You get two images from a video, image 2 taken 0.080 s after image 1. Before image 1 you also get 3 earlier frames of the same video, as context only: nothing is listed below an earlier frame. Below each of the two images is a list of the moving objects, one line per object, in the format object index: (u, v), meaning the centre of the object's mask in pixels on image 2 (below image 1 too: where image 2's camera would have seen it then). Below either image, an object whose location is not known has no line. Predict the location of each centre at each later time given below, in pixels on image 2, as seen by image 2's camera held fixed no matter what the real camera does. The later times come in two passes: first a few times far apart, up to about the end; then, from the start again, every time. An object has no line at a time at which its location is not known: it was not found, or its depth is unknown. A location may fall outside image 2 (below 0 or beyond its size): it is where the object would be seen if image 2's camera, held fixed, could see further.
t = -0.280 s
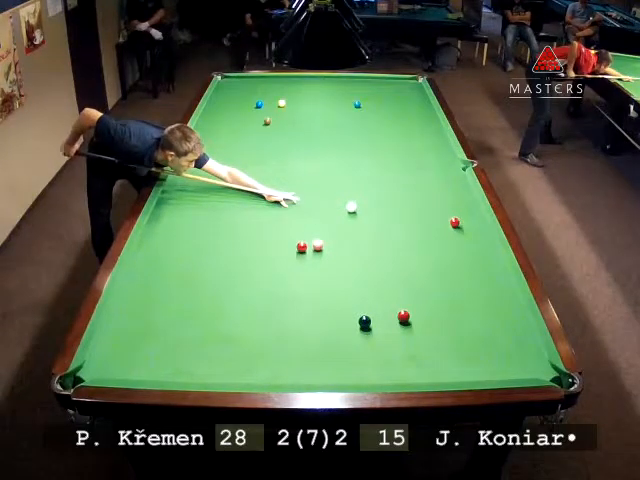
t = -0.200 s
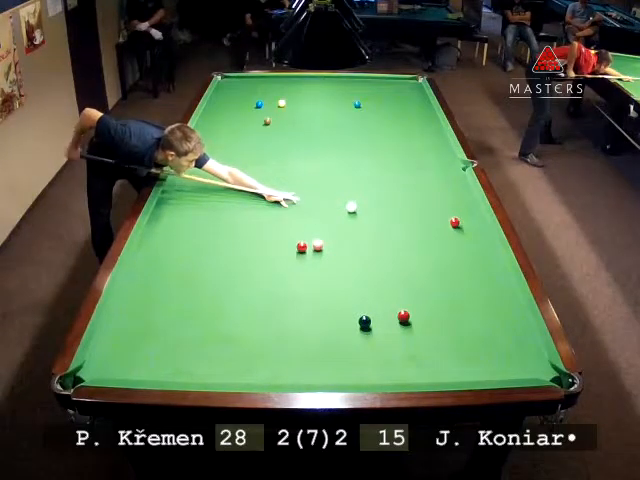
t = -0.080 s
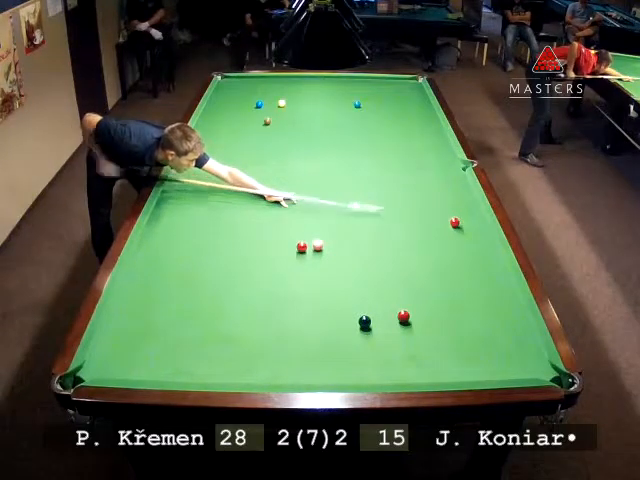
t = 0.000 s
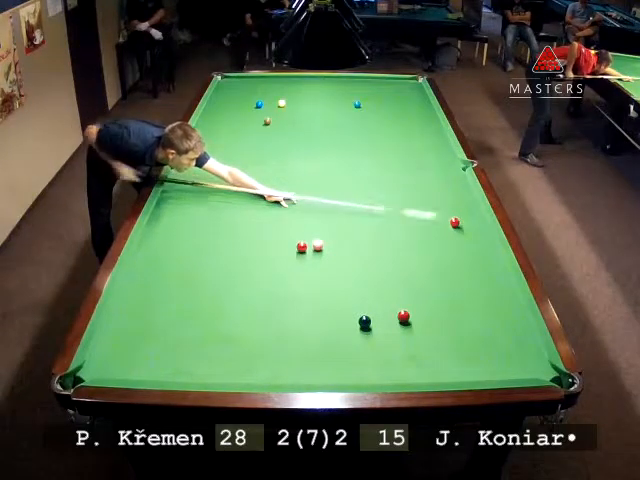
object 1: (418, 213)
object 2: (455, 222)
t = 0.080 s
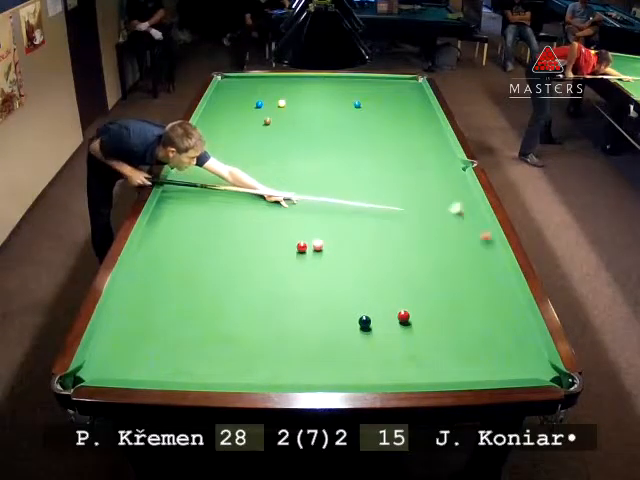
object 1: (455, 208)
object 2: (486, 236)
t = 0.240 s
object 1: (470, 194)
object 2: (440, 254)
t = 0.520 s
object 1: (436, 171)
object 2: (358, 284)
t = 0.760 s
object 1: (411, 154)
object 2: (278, 311)
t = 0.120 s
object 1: (459, 205)
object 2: (474, 241)
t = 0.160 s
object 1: (464, 201)
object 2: (463, 245)
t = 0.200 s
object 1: (468, 198)
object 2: (452, 250)
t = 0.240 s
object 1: (470, 194)
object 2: (440, 254)
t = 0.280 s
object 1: (465, 191)
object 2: (429, 259)
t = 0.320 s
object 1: (459, 187)
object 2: (419, 262)
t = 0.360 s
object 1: (454, 184)
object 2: (407, 266)
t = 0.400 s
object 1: (450, 181)
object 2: (395, 270)
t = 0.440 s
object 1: (446, 177)
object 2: (382, 276)
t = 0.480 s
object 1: (440, 174)
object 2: (370, 279)
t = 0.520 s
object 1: (436, 171)
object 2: (358, 284)
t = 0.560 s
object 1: (432, 168)
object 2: (344, 287)
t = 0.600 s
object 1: (427, 165)
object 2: (332, 293)
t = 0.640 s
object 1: (423, 163)
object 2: (319, 297)
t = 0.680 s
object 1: (419, 160)
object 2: (305, 301)
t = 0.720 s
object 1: (416, 157)
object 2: (292, 306)
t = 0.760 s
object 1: (411, 154)
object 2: (278, 311)
